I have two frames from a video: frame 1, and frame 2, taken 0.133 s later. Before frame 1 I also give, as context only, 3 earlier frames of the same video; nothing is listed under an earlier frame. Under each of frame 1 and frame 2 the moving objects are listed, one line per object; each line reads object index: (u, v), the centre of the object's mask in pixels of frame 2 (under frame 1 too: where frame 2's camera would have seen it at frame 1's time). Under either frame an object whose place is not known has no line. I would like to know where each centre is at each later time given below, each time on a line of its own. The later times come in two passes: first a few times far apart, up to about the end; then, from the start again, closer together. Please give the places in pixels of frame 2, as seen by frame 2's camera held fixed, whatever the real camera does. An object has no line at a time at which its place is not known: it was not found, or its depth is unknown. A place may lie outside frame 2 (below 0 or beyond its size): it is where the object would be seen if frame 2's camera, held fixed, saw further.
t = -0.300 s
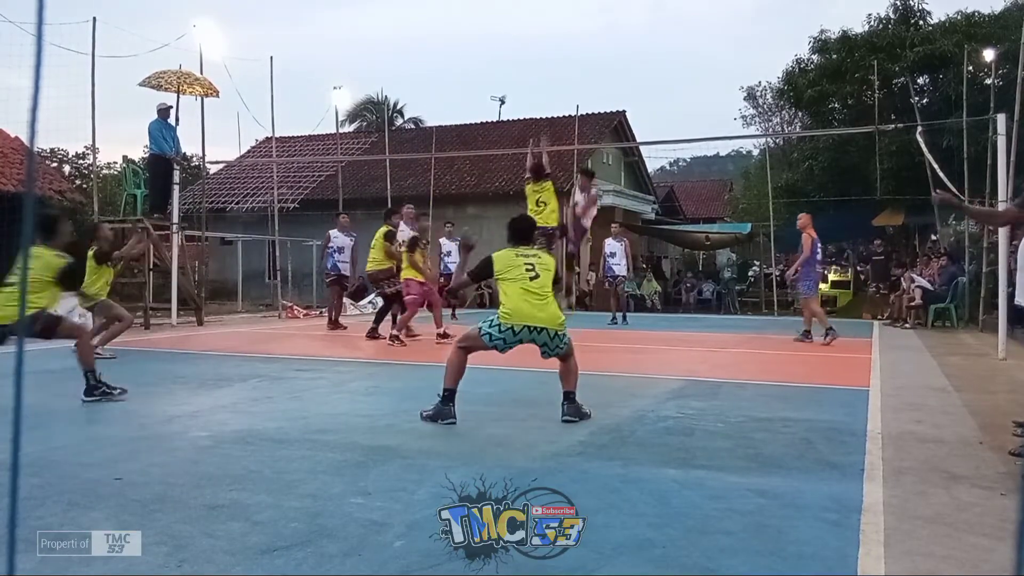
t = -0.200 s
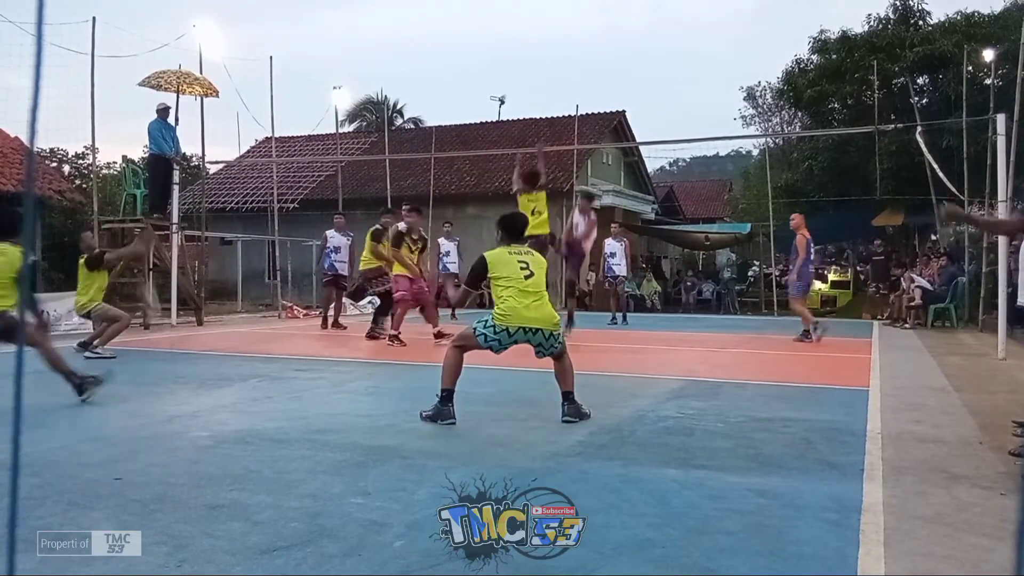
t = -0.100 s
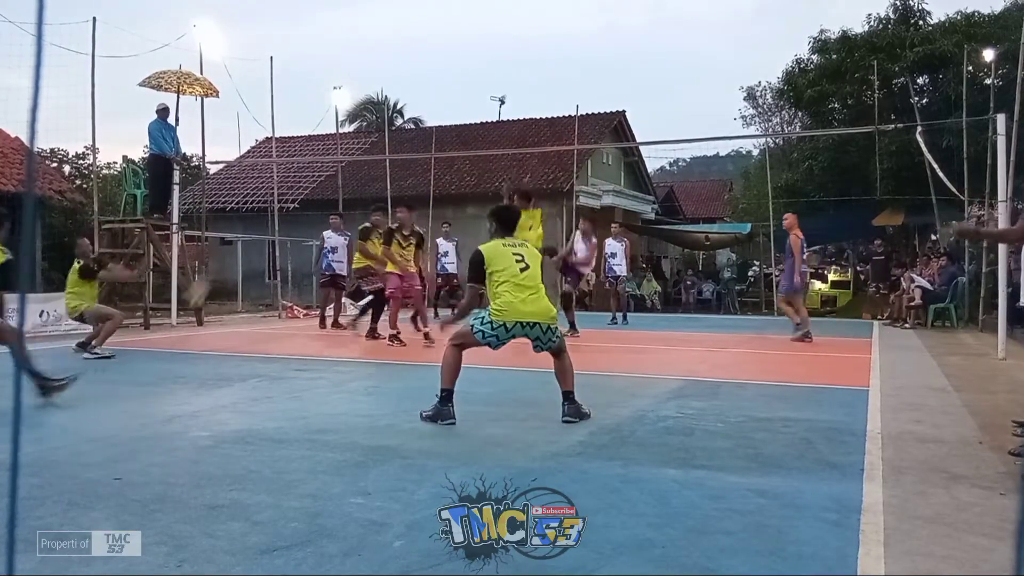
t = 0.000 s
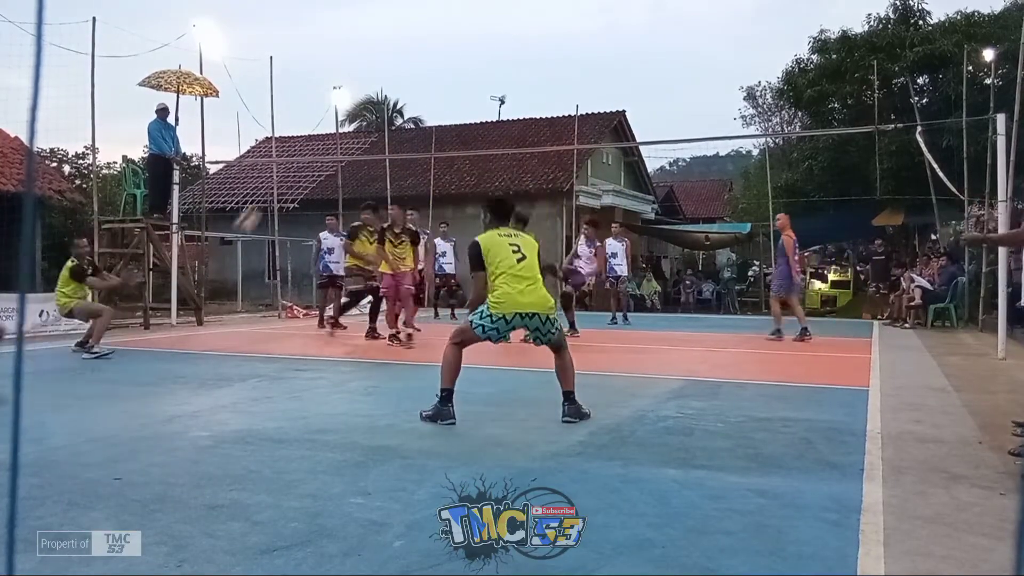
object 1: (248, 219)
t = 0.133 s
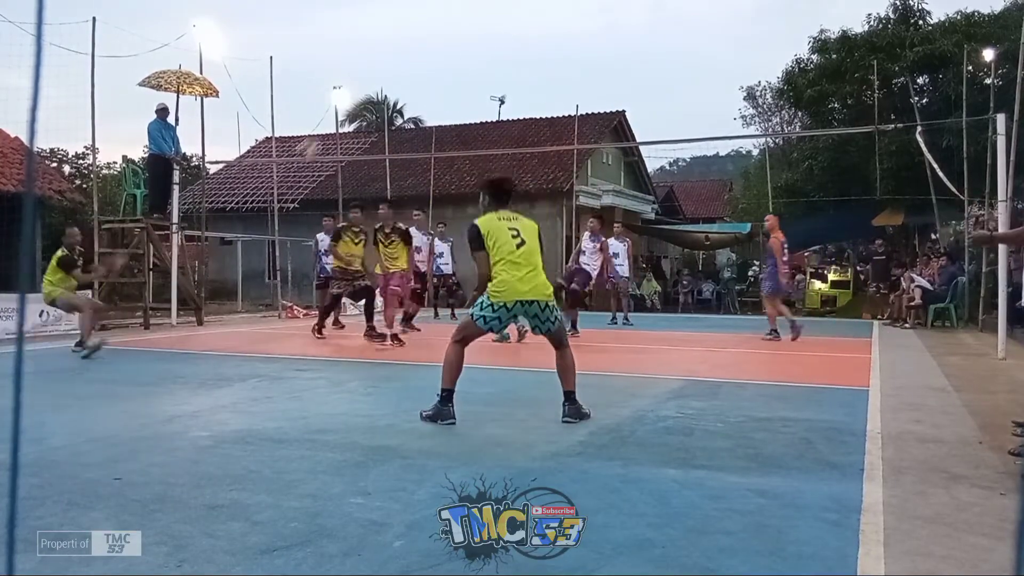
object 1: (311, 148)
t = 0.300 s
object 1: (379, 91)
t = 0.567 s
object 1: (474, 59)
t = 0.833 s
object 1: (554, 85)
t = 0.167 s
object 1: (321, 138)
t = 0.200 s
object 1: (334, 124)
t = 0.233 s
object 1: (351, 111)
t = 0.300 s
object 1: (379, 91)
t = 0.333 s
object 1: (391, 83)
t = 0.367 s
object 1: (403, 76)
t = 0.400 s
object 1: (416, 71)
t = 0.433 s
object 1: (429, 68)
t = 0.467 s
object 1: (440, 64)
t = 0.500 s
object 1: (452, 61)
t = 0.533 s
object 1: (463, 60)
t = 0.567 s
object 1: (474, 59)
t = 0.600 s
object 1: (485, 59)
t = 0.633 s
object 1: (496, 61)
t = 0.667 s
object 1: (506, 63)
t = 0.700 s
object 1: (516, 66)
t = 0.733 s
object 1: (526, 69)
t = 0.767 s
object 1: (535, 74)
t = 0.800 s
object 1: (544, 79)
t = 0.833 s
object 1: (554, 85)
